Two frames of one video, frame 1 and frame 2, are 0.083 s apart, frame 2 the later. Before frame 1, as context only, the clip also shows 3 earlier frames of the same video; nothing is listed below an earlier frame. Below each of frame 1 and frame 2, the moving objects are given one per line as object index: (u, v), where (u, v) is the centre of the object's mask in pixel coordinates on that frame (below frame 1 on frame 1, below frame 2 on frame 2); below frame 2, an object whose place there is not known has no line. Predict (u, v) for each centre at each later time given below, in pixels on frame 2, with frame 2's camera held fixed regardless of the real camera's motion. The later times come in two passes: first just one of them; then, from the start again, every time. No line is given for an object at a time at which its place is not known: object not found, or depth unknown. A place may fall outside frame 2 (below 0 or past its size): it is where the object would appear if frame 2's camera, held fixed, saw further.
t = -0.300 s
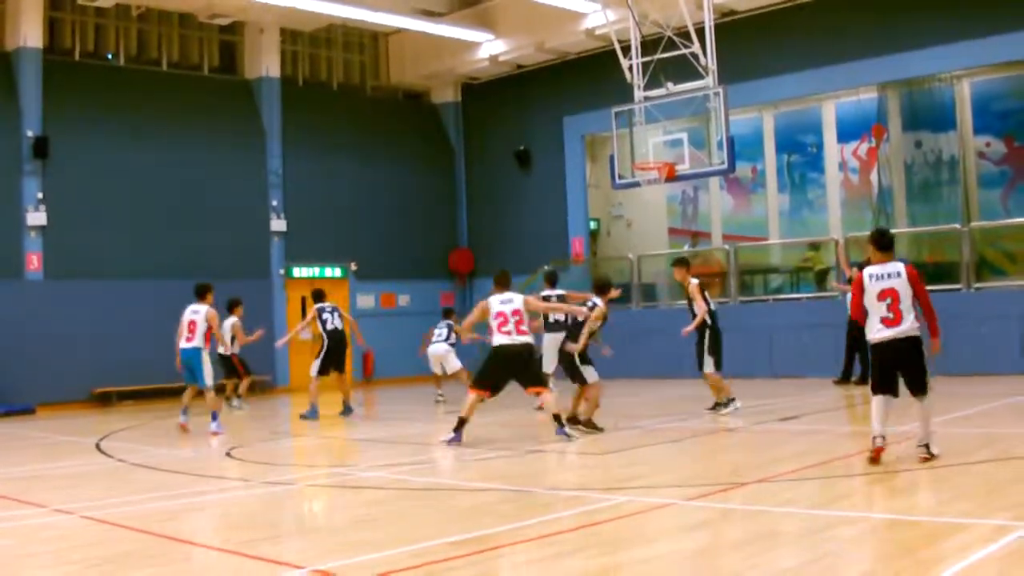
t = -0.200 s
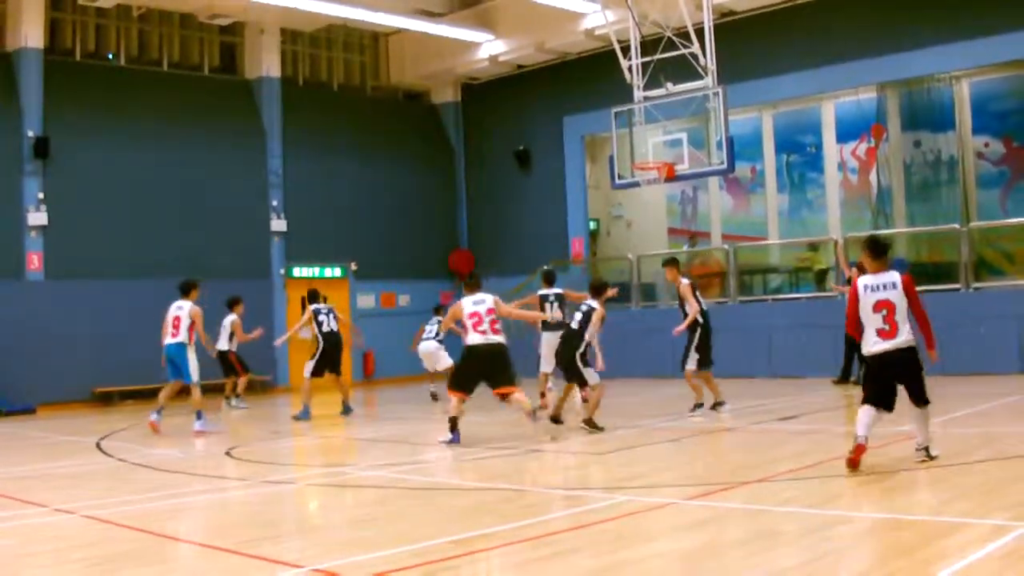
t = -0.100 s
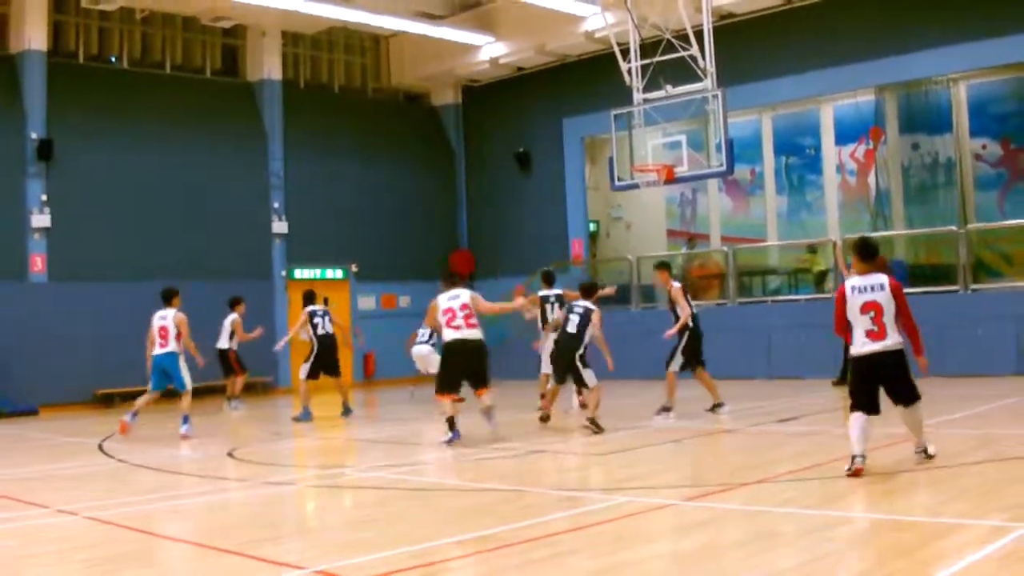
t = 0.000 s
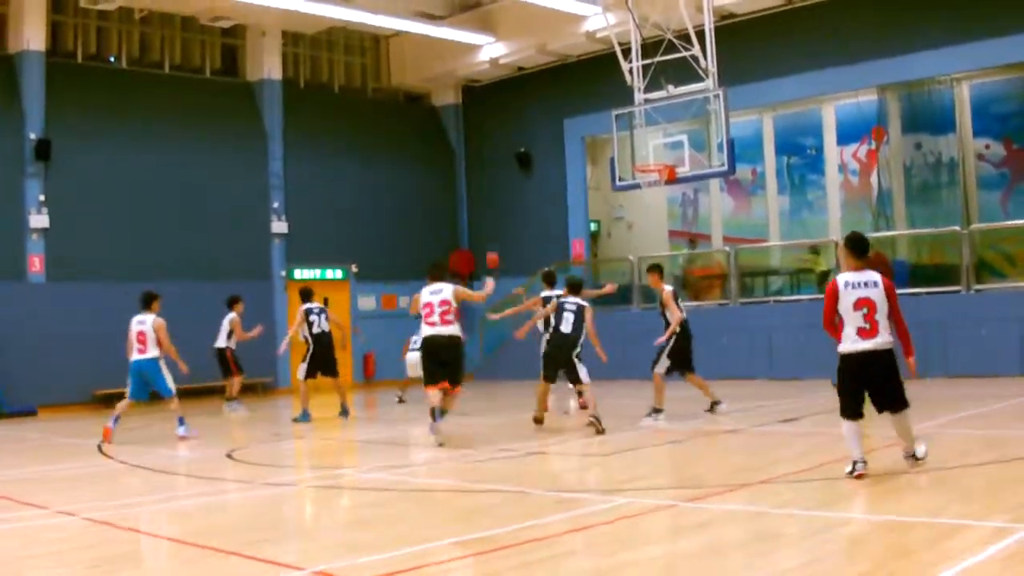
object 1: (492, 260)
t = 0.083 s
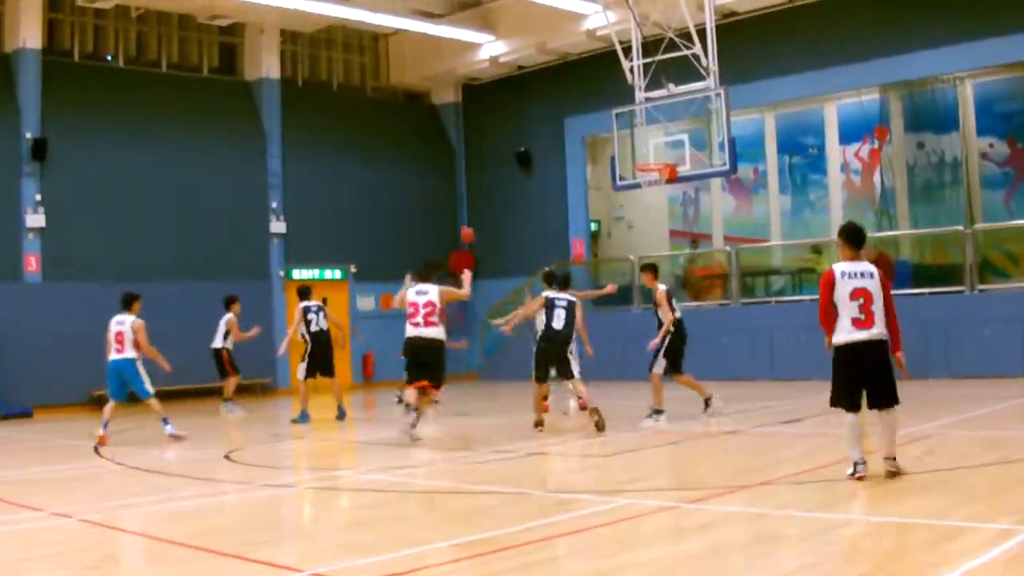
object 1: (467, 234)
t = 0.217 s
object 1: (424, 200)
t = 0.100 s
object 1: (461, 228)
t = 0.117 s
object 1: (456, 227)
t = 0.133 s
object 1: (451, 221)
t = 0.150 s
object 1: (445, 217)
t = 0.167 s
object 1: (439, 213)
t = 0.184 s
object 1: (435, 208)
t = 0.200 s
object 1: (430, 204)
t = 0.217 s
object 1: (424, 200)
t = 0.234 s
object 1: (418, 196)
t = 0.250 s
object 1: (412, 193)
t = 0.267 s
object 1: (407, 189)
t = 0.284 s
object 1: (402, 187)
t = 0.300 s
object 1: (397, 182)
